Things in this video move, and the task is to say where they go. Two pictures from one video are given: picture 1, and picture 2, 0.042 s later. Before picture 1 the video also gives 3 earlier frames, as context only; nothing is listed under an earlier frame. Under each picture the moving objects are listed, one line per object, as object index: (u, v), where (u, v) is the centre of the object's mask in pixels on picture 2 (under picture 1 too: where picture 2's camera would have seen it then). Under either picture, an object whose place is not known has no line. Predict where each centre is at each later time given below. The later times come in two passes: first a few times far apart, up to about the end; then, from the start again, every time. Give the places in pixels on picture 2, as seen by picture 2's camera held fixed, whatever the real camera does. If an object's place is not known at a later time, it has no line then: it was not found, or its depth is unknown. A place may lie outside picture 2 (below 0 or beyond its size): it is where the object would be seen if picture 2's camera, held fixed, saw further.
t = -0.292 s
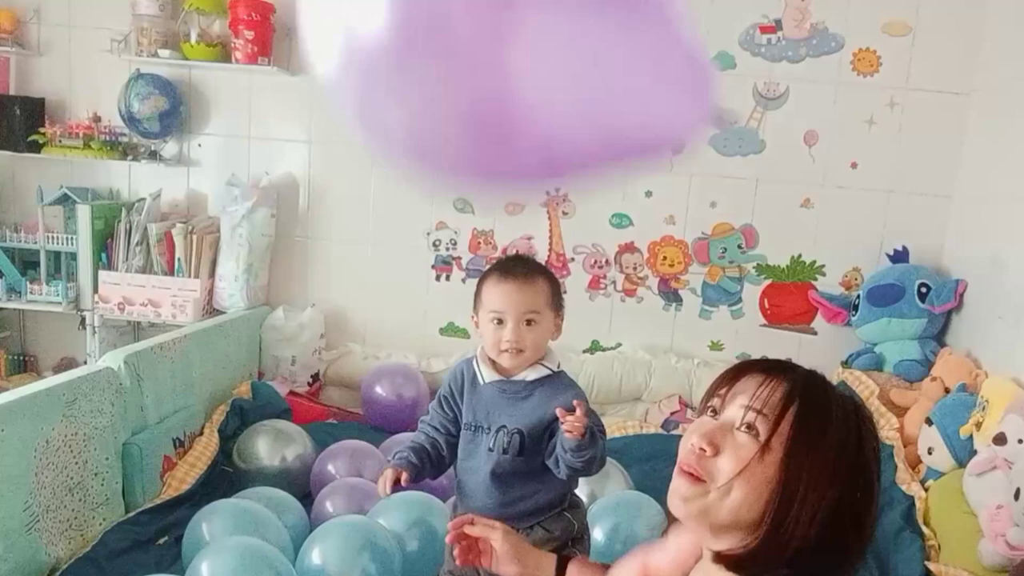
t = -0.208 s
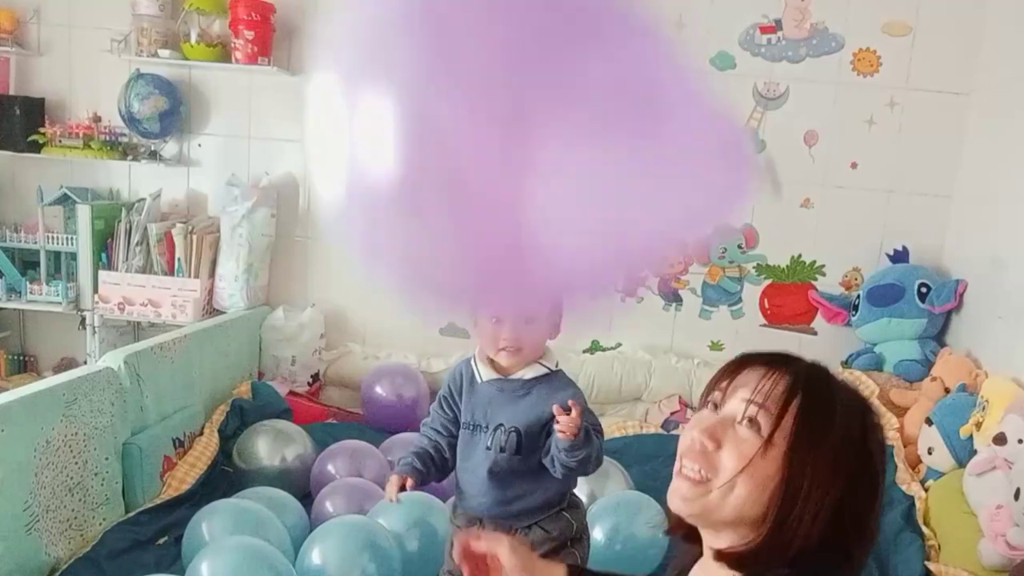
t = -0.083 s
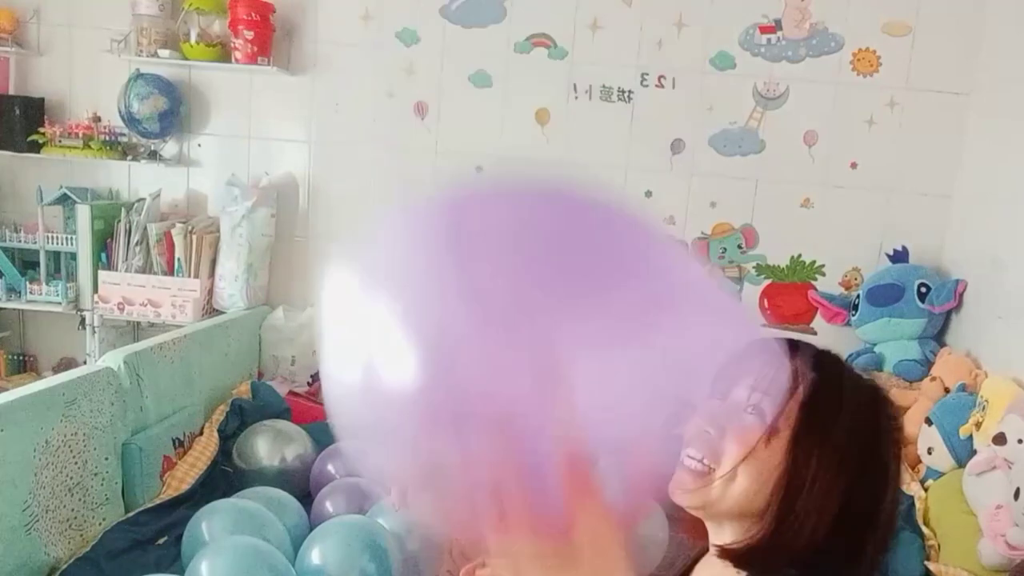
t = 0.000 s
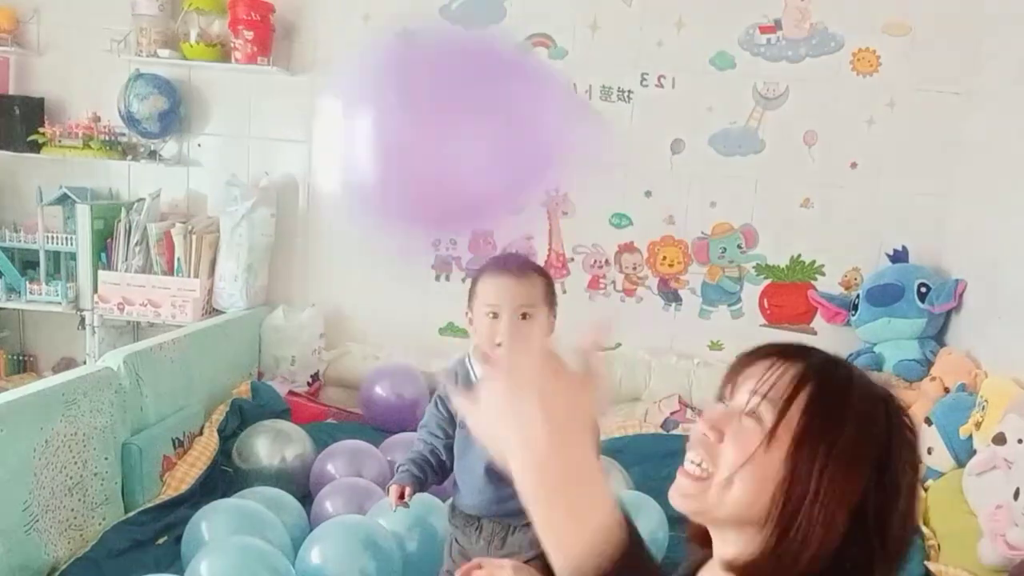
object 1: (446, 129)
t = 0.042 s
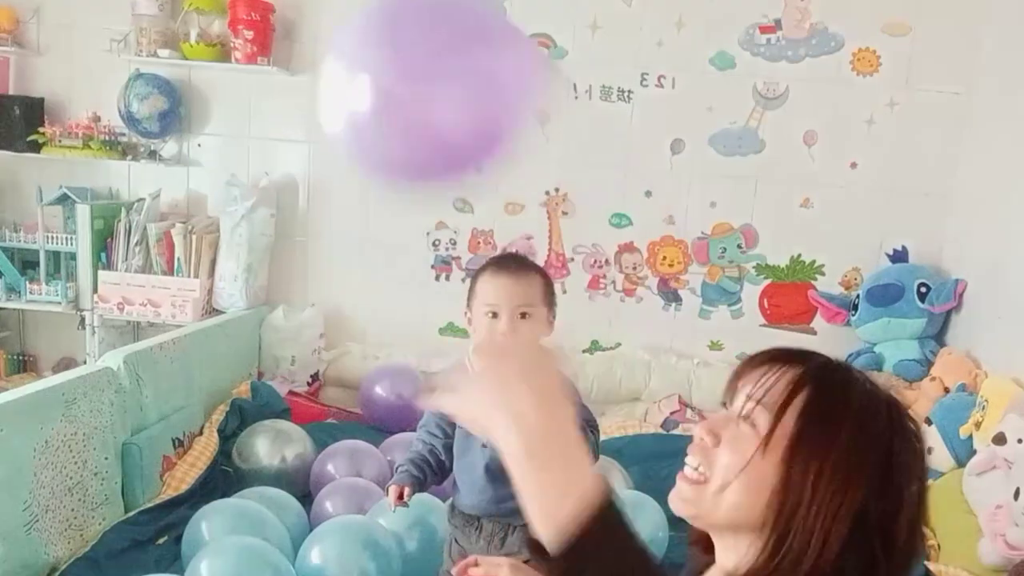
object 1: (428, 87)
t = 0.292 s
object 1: (376, 77)
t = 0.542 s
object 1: (345, 149)
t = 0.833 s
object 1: (291, 302)
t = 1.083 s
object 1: (253, 447)
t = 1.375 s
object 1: (205, 446)
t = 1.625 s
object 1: (151, 504)
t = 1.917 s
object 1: (110, 524)
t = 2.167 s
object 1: (101, 533)
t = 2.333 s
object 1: (89, 532)
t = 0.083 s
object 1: (417, 72)
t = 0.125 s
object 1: (408, 66)
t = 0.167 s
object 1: (398, 65)
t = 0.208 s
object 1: (391, 65)
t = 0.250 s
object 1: (384, 69)
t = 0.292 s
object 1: (376, 77)
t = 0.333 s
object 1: (371, 85)
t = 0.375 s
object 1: (365, 96)
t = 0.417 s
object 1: (360, 107)
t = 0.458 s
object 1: (355, 120)
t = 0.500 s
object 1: (349, 132)
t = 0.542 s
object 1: (345, 149)
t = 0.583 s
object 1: (340, 165)
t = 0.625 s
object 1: (333, 184)
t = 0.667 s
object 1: (325, 205)
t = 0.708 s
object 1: (316, 227)
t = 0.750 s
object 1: (307, 252)
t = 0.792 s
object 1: (299, 277)
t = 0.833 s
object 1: (291, 302)
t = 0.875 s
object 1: (283, 328)
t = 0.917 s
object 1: (277, 357)
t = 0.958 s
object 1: (271, 379)
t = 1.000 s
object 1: (265, 405)
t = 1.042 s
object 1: (259, 434)
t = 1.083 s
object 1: (253, 447)
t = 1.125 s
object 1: (242, 443)
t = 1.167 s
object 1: (234, 441)
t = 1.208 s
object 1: (228, 438)
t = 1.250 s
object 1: (222, 438)
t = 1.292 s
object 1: (216, 439)
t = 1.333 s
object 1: (210, 442)
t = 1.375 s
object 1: (205, 446)
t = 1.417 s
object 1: (198, 452)
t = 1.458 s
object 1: (190, 460)
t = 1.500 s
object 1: (182, 468)
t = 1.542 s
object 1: (172, 478)
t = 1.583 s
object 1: (162, 491)
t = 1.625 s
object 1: (151, 504)
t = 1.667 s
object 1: (140, 511)
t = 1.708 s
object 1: (128, 518)
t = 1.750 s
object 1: (118, 522)
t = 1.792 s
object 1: (114, 522)
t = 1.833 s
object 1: (112, 522)
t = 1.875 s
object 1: (111, 522)
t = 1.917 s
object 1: (110, 524)
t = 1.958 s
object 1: (110, 528)
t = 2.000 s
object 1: (110, 529)
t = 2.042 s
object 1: (108, 530)
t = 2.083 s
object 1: (105, 531)
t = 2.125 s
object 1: (102, 532)
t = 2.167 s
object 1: (101, 533)
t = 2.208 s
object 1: (101, 533)
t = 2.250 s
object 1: (99, 533)
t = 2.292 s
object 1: (96, 532)
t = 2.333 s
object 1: (89, 532)
